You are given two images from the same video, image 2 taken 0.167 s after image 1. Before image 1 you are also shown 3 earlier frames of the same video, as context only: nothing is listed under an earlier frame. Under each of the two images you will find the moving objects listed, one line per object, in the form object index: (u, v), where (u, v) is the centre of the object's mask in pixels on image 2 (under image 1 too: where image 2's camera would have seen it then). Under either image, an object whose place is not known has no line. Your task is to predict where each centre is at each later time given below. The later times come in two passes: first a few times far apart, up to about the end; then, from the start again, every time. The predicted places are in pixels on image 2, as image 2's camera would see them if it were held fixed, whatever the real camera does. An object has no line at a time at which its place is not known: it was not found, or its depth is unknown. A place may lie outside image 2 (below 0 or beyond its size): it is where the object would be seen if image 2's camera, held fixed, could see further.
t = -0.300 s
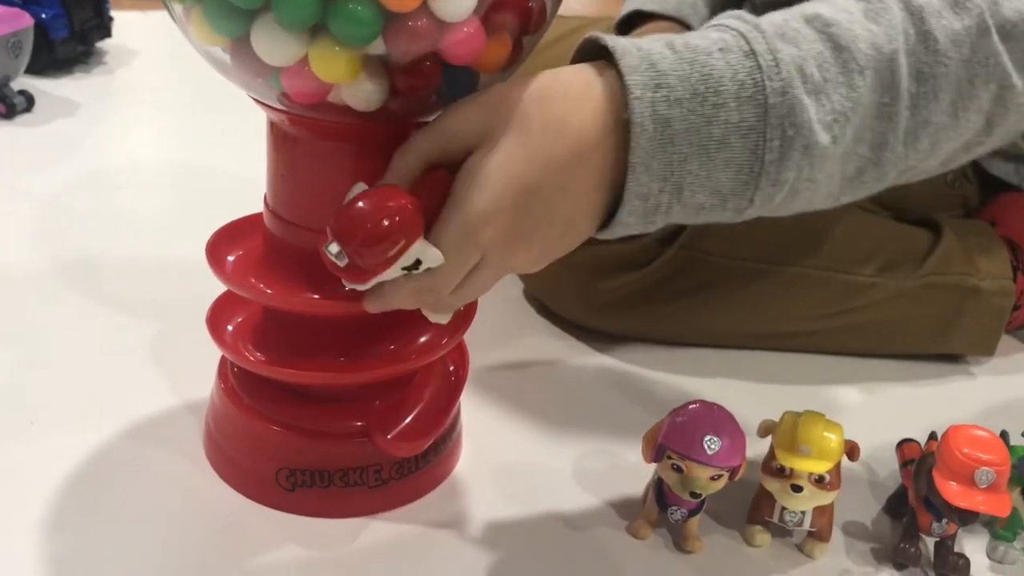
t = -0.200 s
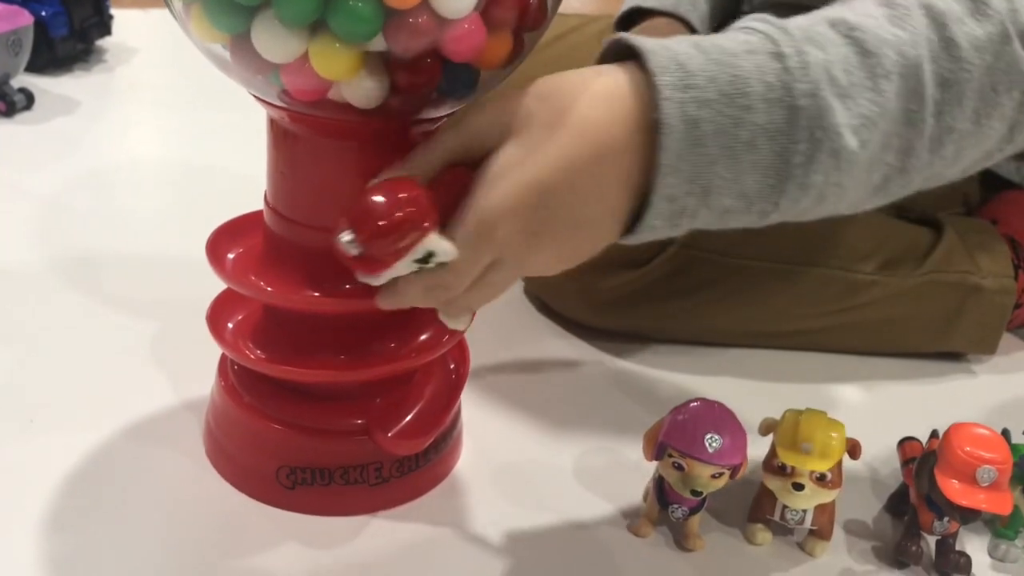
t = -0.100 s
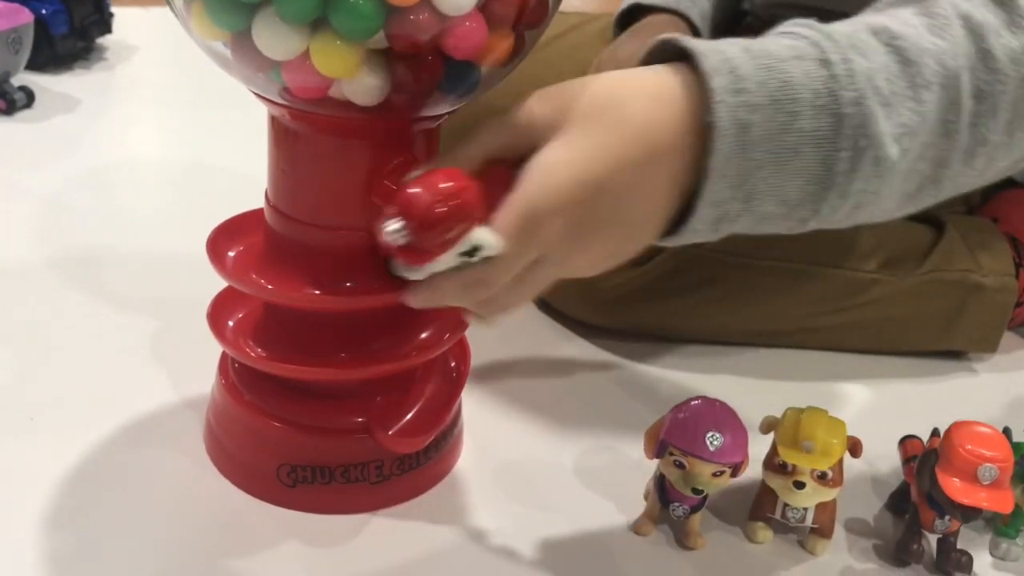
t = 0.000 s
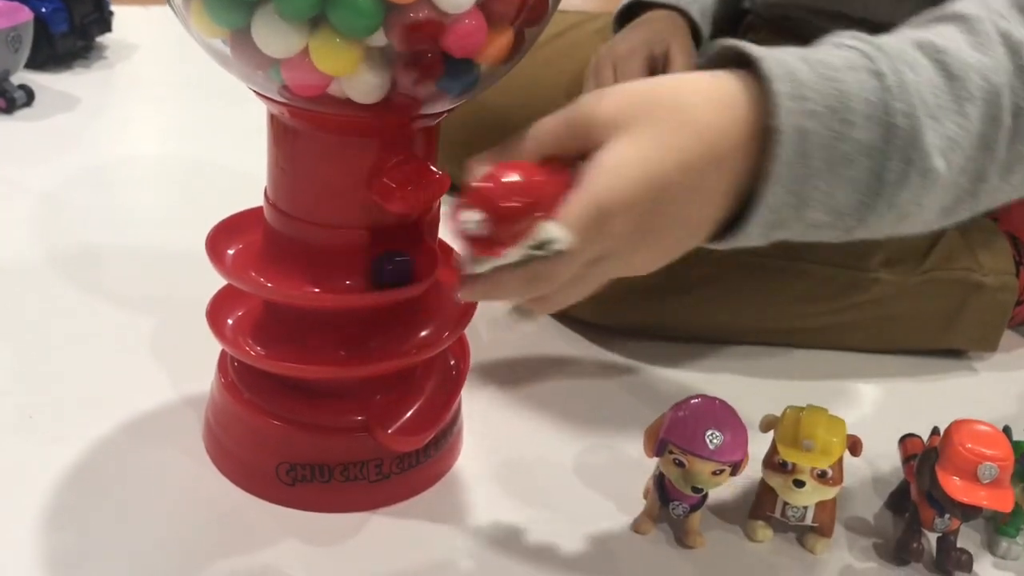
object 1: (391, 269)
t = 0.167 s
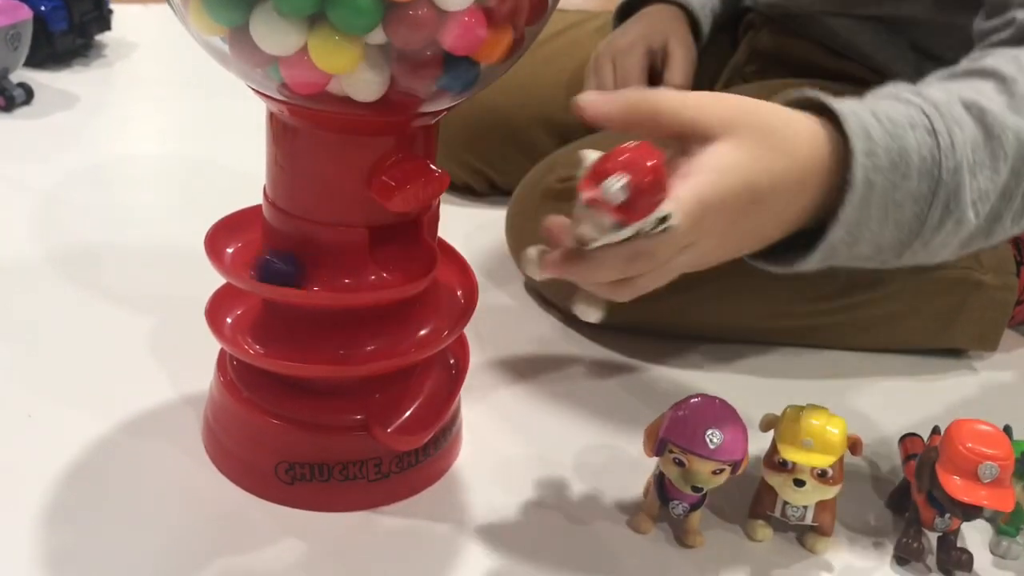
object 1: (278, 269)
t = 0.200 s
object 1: (256, 261)
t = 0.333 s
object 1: (247, 221)
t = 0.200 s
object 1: (256, 261)
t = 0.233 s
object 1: (242, 254)
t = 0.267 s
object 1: (236, 243)
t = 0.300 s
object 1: (237, 231)
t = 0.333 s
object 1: (247, 221)
